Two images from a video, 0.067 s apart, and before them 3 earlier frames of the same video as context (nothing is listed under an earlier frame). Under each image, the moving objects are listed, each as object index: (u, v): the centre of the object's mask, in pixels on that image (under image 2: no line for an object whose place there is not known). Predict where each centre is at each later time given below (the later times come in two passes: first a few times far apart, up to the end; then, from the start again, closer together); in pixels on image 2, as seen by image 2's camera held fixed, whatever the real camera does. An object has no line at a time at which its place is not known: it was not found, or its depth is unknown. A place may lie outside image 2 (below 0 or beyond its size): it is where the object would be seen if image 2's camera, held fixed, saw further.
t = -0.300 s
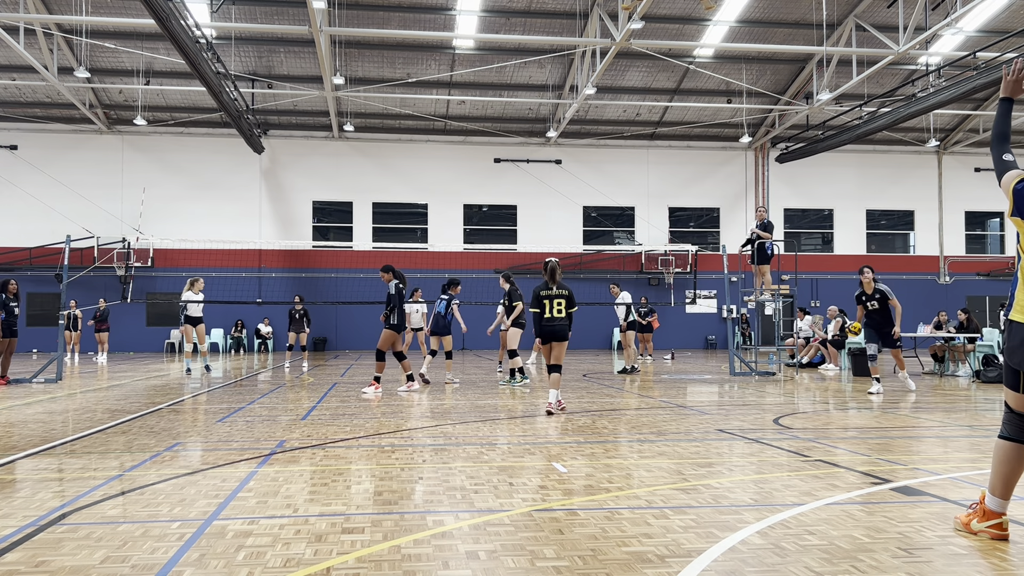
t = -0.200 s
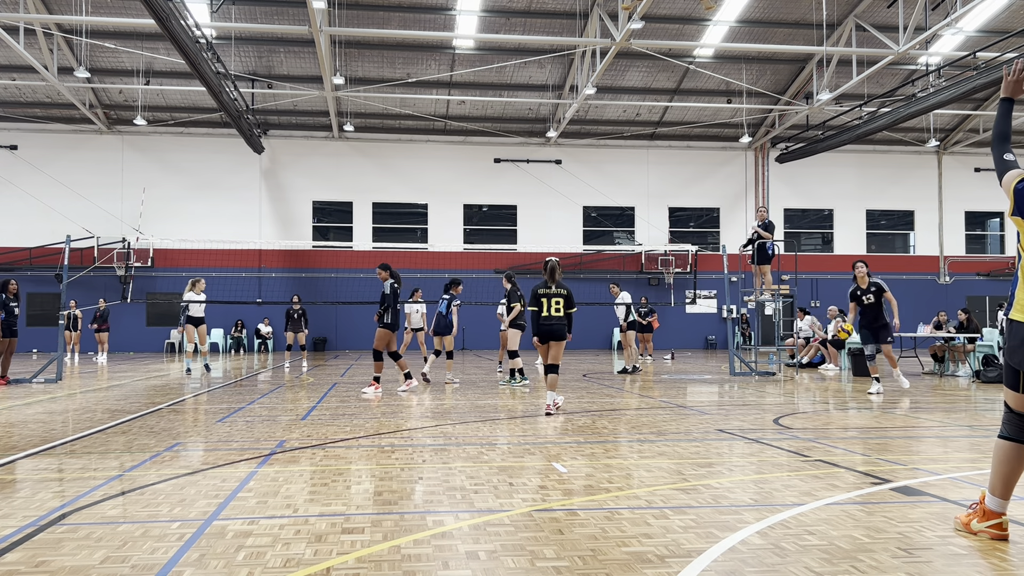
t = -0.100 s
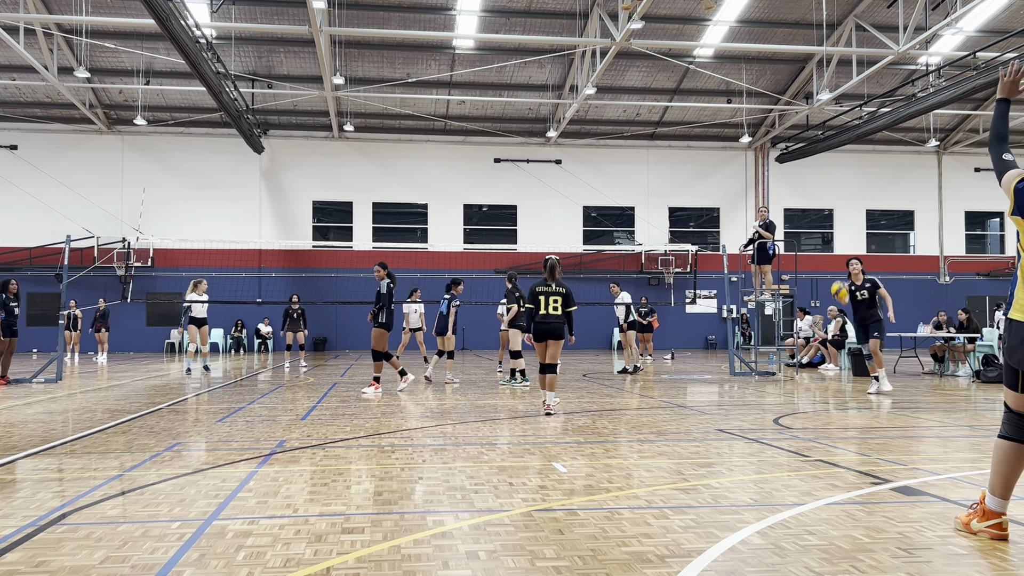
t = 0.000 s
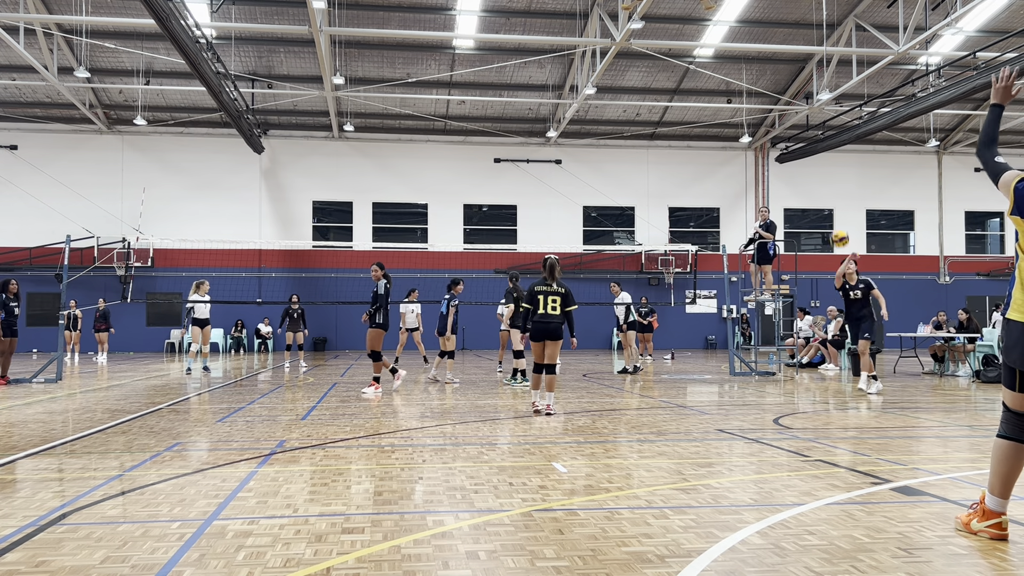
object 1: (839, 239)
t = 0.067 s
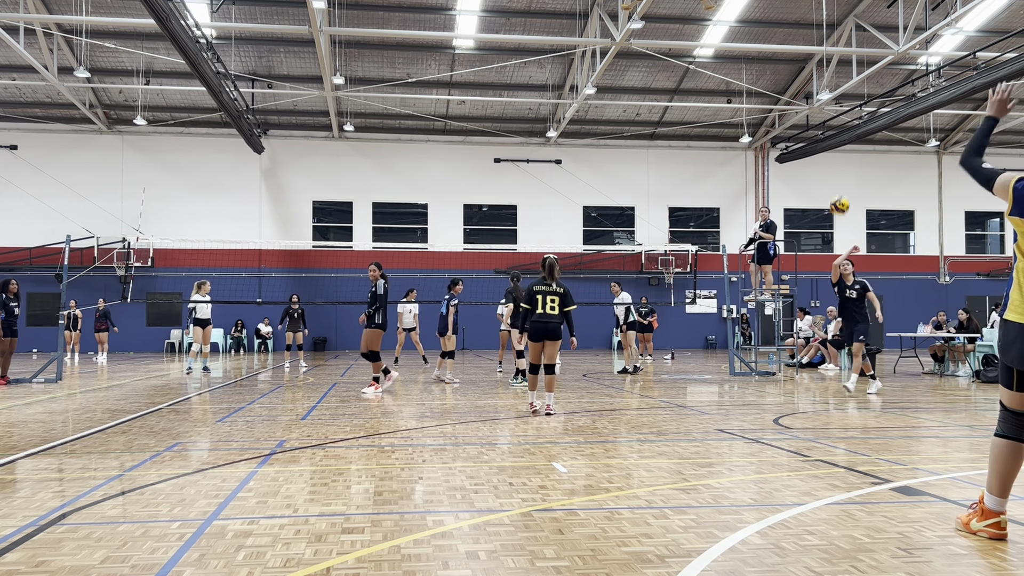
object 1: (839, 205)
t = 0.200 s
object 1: (839, 144)
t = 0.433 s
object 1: (837, 59)
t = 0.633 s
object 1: (836, 18)
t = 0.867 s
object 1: (833, 38)
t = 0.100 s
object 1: (839, 189)
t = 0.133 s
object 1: (839, 174)
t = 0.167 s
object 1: (839, 159)
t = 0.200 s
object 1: (839, 144)
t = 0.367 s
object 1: (838, 80)
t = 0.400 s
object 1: (838, 69)
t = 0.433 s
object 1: (837, 59)
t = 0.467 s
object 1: (837, 50)
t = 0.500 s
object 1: (837, 41)
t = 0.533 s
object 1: (837, 34)
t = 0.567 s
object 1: (836, 28)
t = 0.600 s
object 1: (836, 23)
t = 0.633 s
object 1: (836, 18)
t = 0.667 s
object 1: (835, 16)
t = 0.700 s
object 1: (835, 15)
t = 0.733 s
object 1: (835, 16)
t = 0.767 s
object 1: (834, 18)
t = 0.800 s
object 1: (834, 23)
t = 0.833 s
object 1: (833, 29)
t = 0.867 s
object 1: (833, 38)
